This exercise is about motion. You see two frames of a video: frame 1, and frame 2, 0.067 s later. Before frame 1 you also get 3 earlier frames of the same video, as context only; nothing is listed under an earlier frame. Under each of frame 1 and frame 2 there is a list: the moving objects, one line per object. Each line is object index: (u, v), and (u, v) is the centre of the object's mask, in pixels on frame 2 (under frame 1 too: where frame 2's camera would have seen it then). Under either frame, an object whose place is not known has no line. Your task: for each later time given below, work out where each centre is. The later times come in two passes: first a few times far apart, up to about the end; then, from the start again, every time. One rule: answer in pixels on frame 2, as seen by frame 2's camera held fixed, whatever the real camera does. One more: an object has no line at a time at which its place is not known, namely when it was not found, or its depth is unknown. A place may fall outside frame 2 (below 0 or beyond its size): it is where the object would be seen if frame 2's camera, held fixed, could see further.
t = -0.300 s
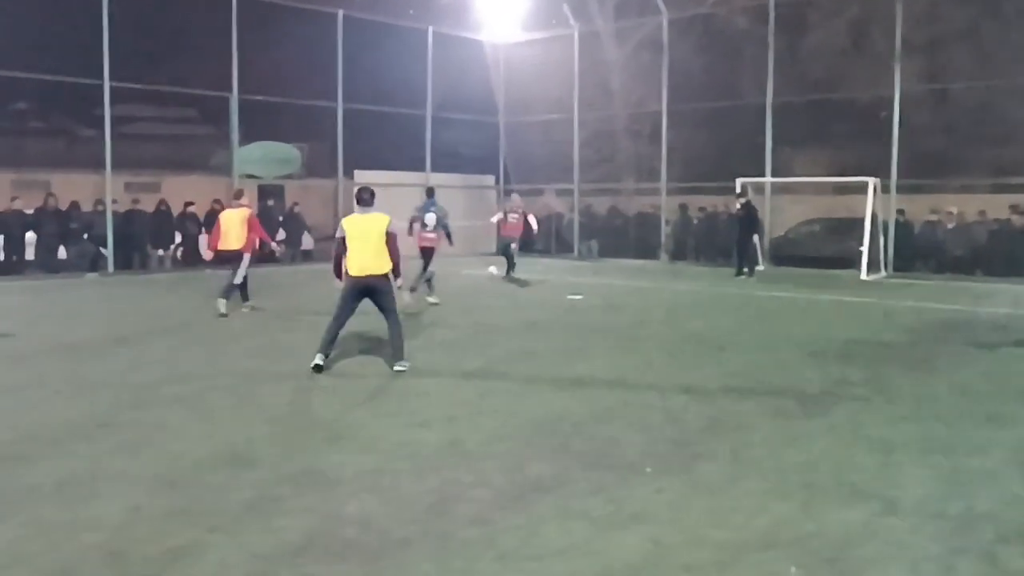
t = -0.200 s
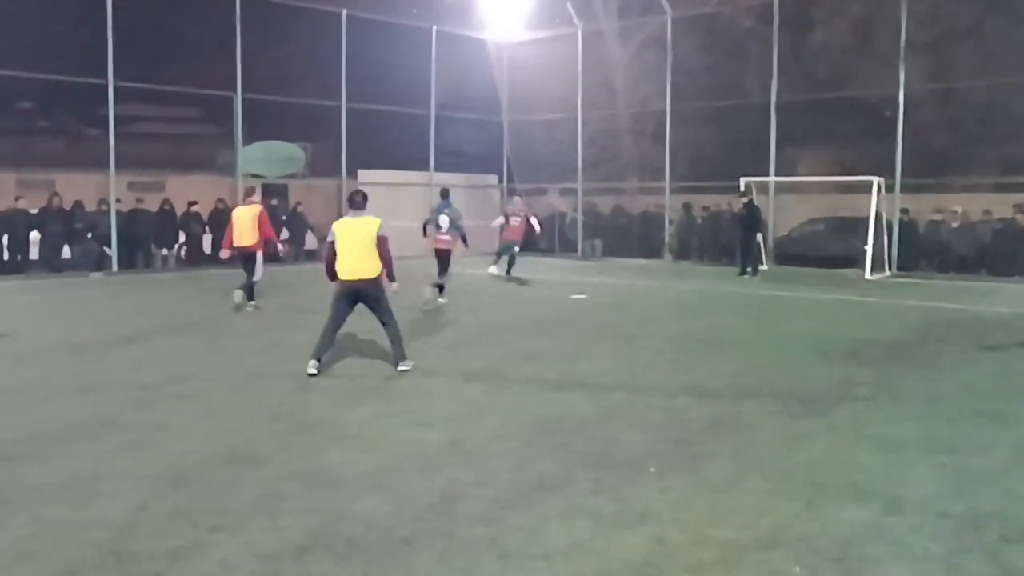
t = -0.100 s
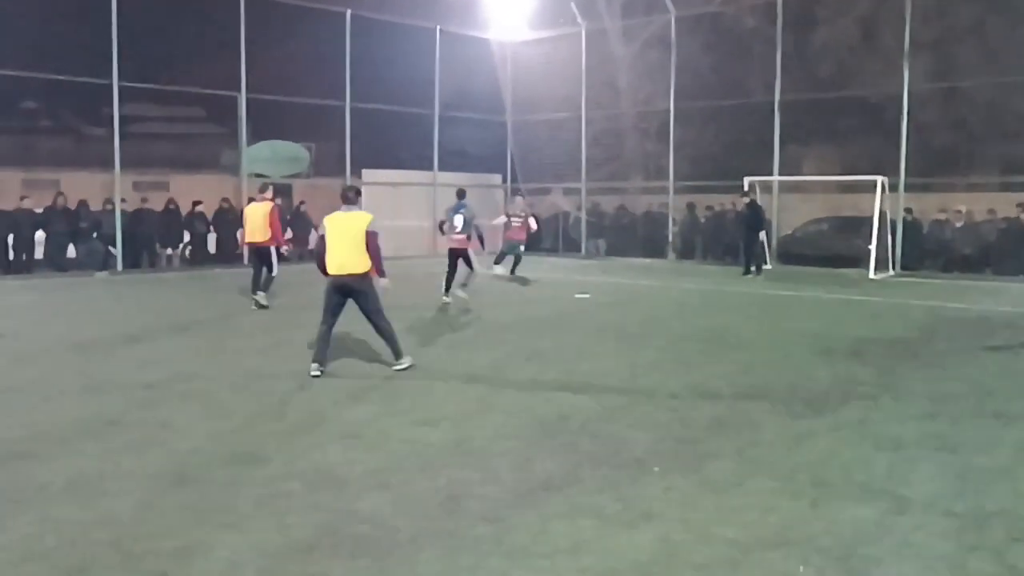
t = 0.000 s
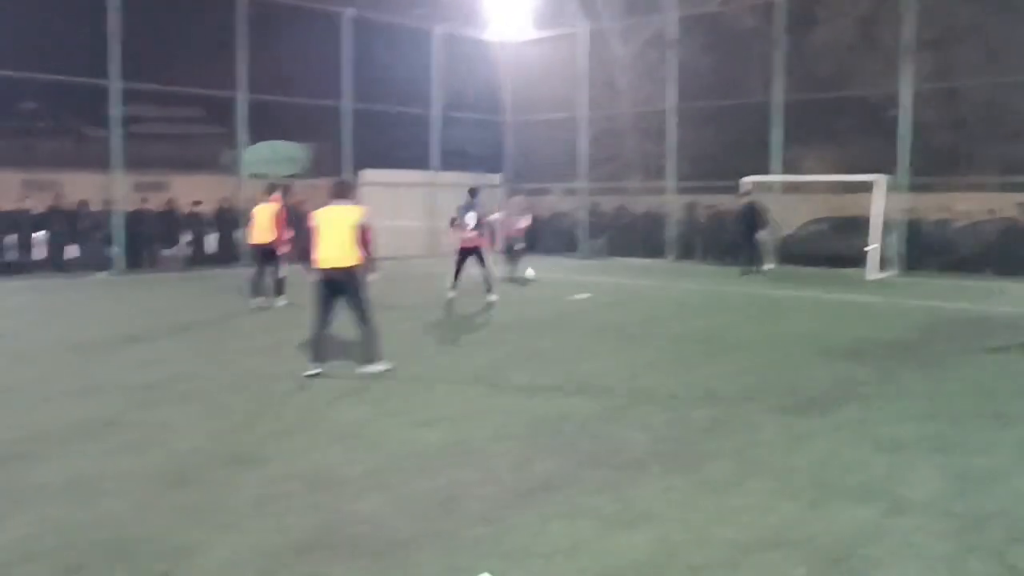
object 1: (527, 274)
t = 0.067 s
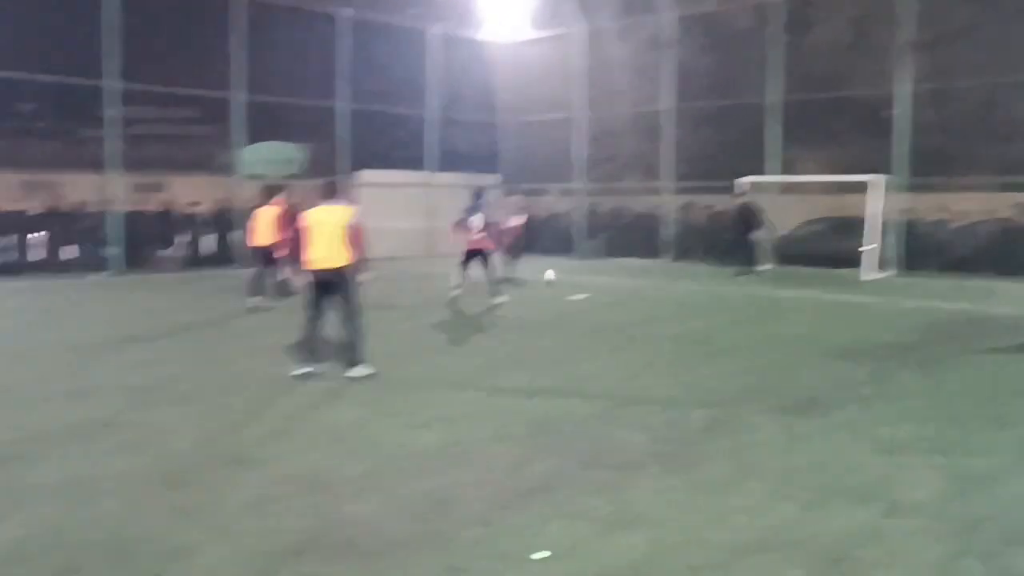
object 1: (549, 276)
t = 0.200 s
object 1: (599, 281)
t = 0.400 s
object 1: (678, 287)
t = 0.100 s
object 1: (561, 277)
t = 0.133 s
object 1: (573, 278)
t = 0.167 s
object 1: (585, 280)
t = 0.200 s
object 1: (599, 281)
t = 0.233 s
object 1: (610, 282)
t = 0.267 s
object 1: (624, 283)
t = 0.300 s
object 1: (637, 285)
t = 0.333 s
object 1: (651, 287)
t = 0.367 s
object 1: (664, 287)
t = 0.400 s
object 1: (678, 287)
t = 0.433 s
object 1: (691, 289)
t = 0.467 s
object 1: (705, 292)
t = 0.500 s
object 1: (720, 294)
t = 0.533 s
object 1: (732, 294)
